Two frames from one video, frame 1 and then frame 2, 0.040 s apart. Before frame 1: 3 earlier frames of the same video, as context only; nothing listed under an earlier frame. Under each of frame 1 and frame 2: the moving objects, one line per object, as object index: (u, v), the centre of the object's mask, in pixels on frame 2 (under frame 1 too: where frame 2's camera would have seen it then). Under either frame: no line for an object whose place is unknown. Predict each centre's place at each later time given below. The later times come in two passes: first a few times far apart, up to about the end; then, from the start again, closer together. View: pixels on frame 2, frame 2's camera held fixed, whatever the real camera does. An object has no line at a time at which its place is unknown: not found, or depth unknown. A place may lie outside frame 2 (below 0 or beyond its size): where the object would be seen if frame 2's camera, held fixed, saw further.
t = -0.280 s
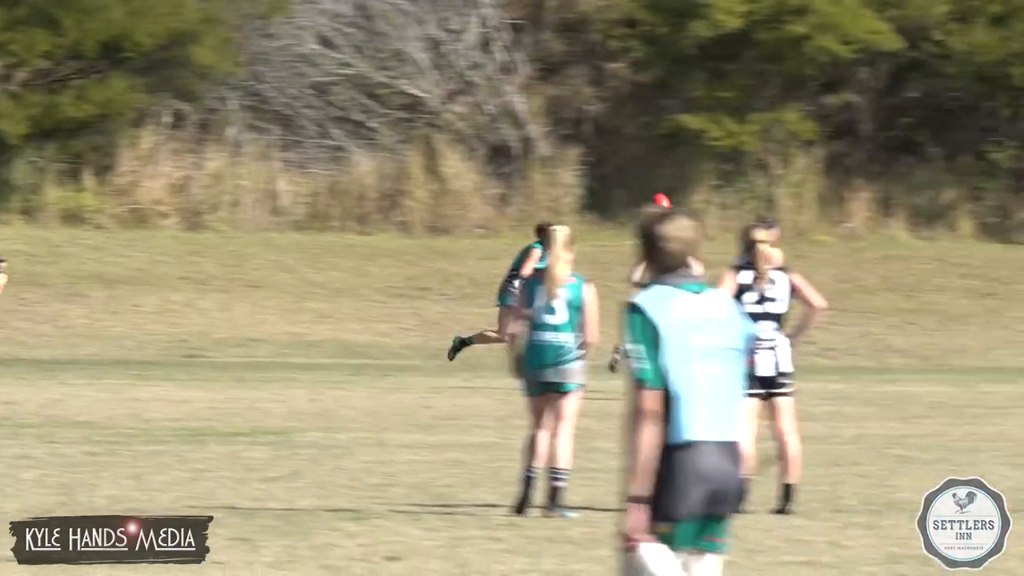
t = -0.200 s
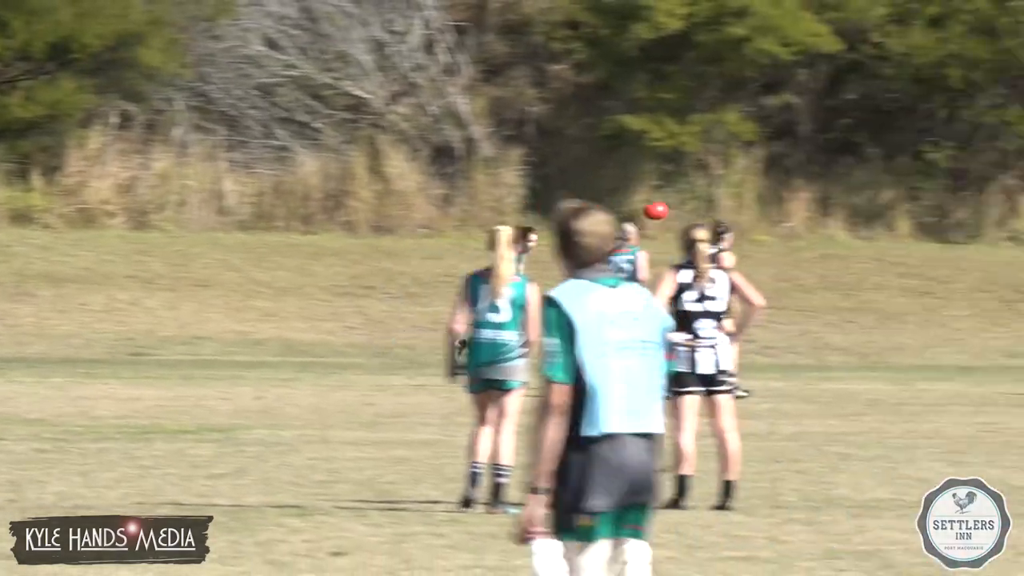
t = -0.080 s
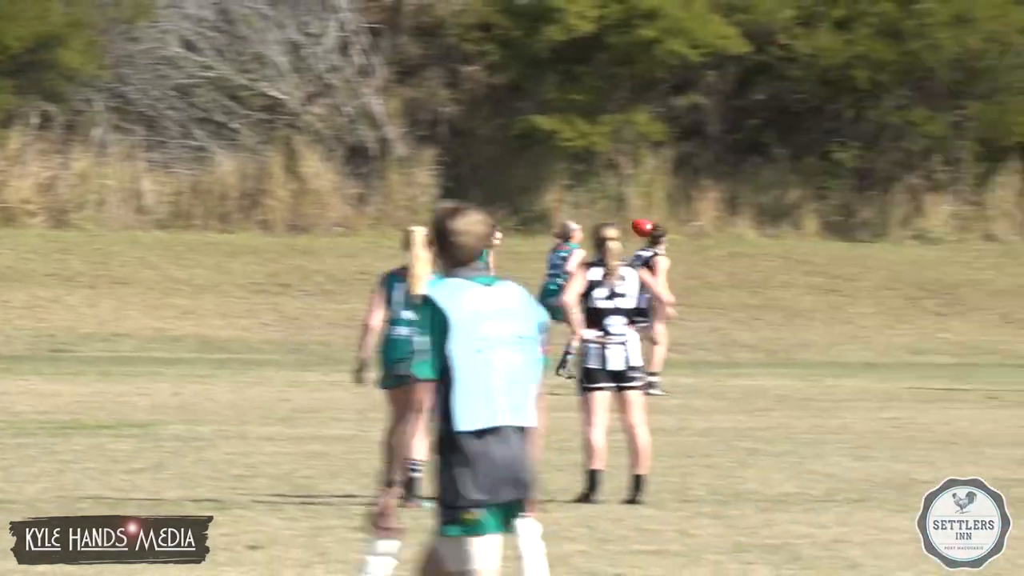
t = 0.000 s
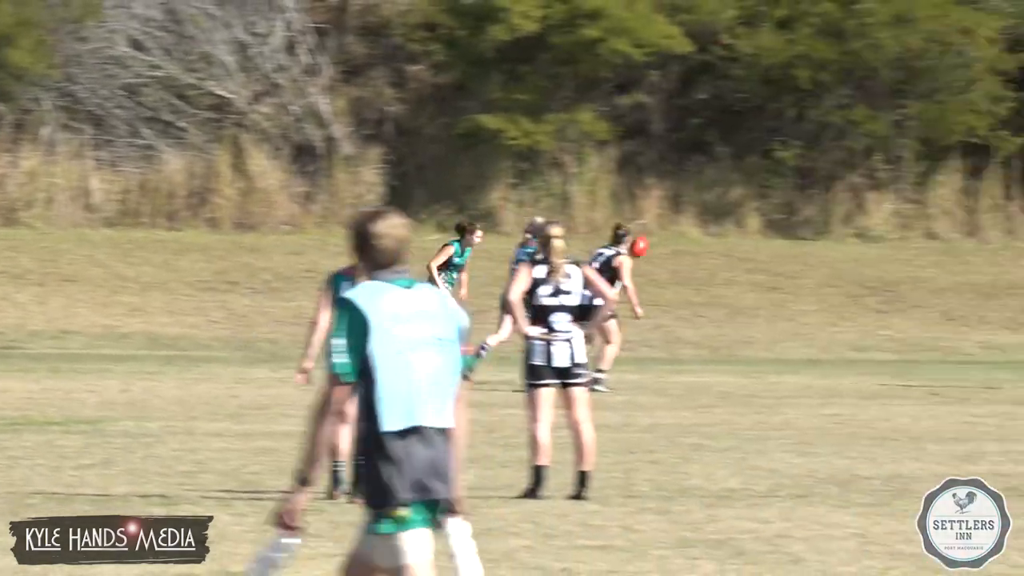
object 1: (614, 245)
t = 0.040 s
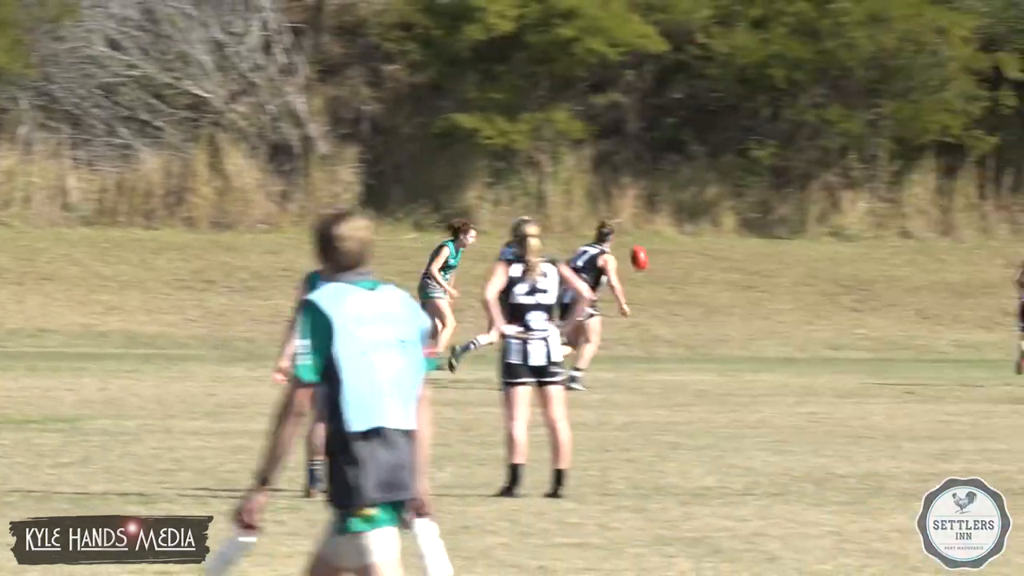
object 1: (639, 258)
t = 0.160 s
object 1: (716, 304)
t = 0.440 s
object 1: (852, 300)
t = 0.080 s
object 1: (665, 272)
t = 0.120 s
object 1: (690, 287)
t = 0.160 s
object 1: (716, 304)
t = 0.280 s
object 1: (793, 367)
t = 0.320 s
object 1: (811, 358)
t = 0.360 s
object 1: (825, 336)
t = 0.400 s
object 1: (838, 318)
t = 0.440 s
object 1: (852, 300)
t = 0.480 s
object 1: (867, 286)
